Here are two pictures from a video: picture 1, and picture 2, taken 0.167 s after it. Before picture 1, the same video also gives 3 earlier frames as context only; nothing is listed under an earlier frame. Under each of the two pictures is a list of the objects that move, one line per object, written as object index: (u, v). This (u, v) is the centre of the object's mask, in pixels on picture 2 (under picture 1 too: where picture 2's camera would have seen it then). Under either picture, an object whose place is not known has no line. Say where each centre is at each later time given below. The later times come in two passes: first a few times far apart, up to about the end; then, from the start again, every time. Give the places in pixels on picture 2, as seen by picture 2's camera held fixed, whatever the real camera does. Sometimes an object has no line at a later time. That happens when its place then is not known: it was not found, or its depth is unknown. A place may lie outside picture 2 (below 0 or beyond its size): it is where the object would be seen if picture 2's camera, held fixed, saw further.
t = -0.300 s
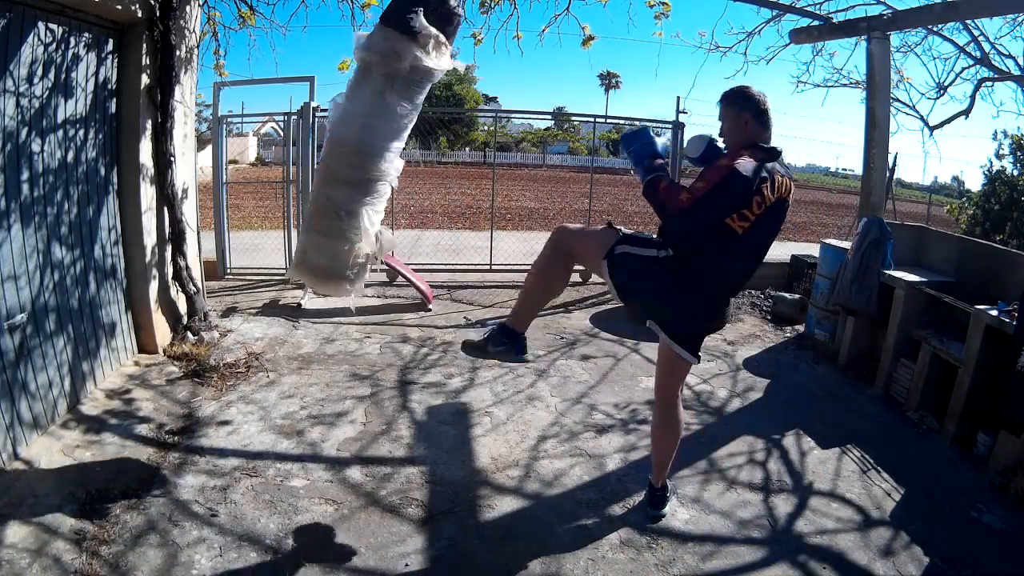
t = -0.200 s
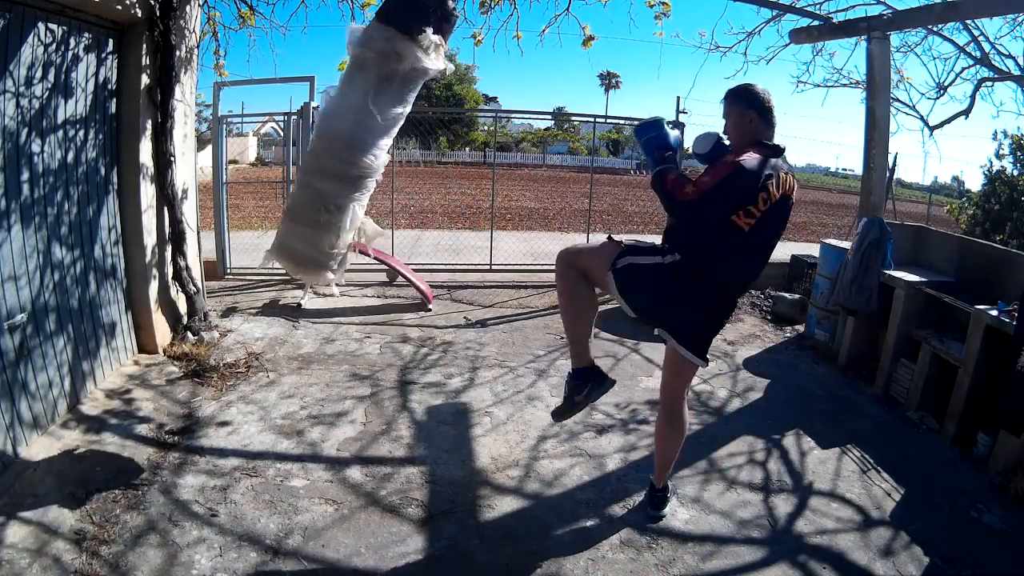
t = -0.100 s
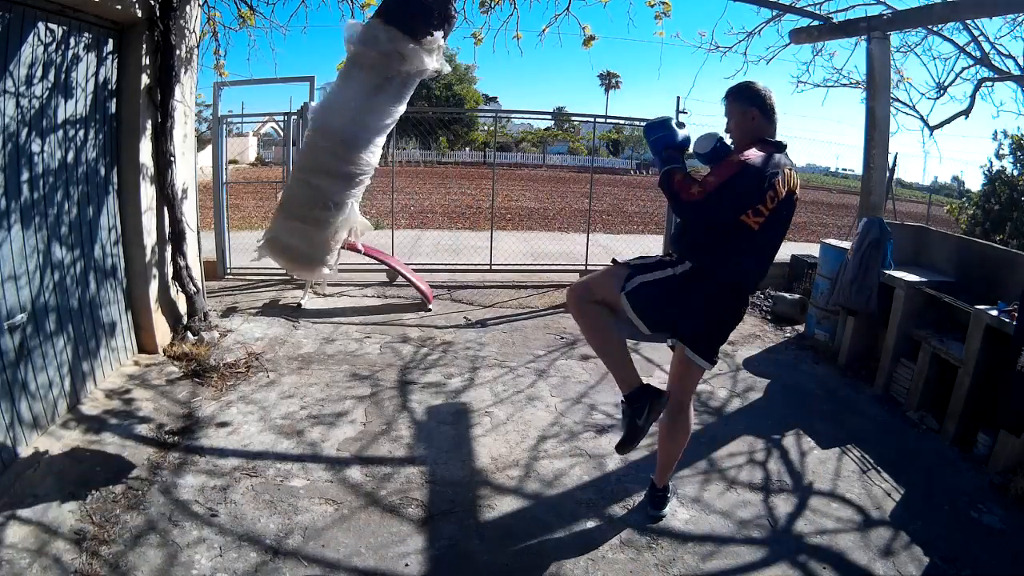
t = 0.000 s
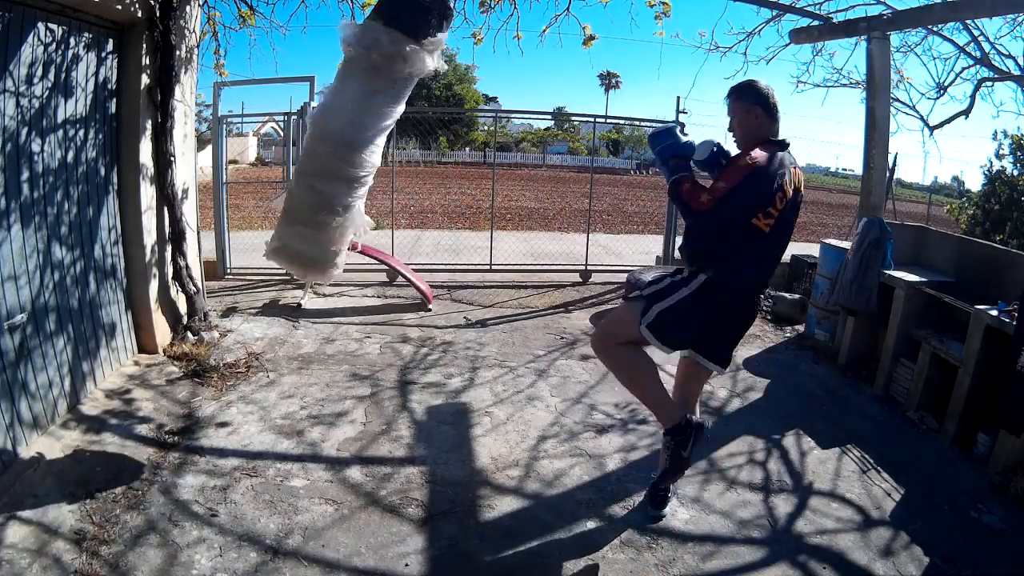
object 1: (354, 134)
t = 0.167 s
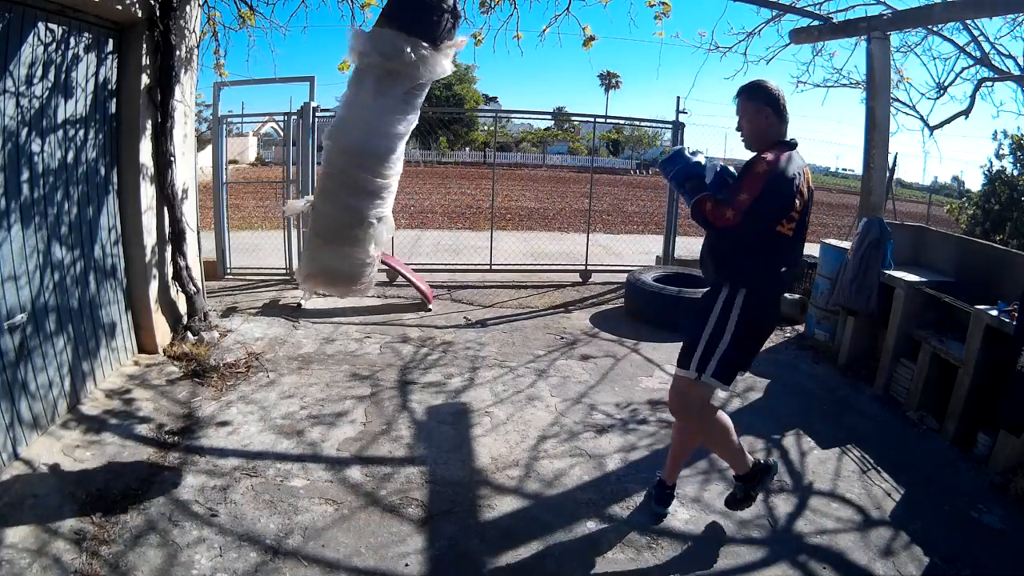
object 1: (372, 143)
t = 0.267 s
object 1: (396, 151)
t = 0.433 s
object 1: (450, 164)
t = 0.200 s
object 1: (379, 146)
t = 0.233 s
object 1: (387, 148)
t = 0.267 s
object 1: (396, 151)
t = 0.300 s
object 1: (405, 153)
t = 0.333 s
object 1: (415, 156)
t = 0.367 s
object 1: (426, 159)
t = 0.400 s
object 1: (438, 162)
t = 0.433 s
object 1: (450, 164)
